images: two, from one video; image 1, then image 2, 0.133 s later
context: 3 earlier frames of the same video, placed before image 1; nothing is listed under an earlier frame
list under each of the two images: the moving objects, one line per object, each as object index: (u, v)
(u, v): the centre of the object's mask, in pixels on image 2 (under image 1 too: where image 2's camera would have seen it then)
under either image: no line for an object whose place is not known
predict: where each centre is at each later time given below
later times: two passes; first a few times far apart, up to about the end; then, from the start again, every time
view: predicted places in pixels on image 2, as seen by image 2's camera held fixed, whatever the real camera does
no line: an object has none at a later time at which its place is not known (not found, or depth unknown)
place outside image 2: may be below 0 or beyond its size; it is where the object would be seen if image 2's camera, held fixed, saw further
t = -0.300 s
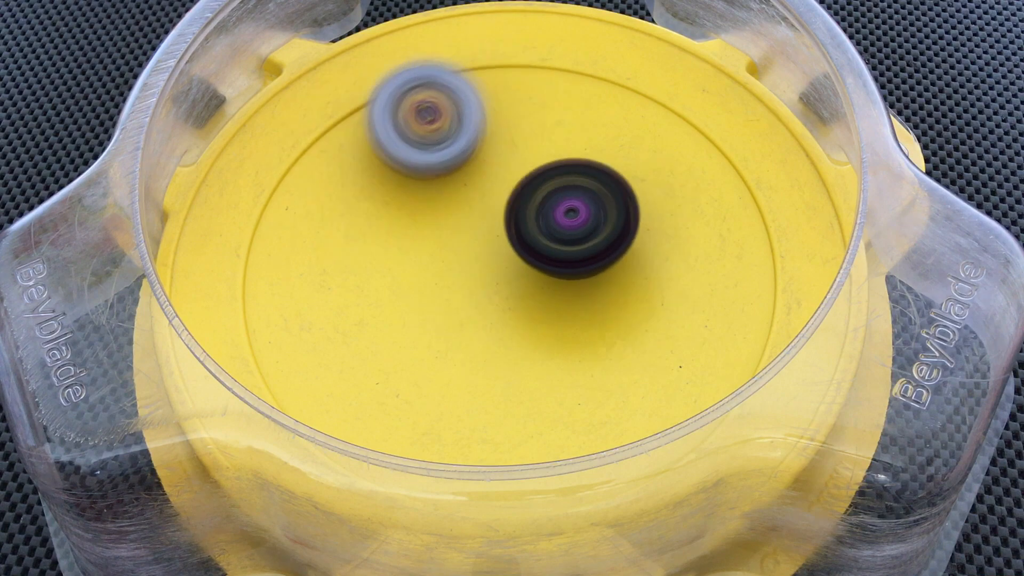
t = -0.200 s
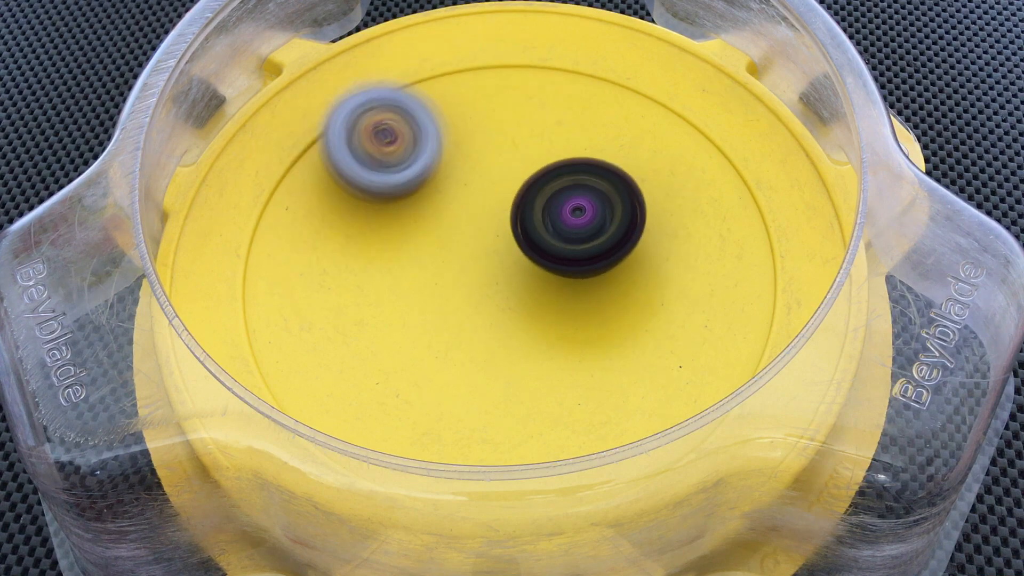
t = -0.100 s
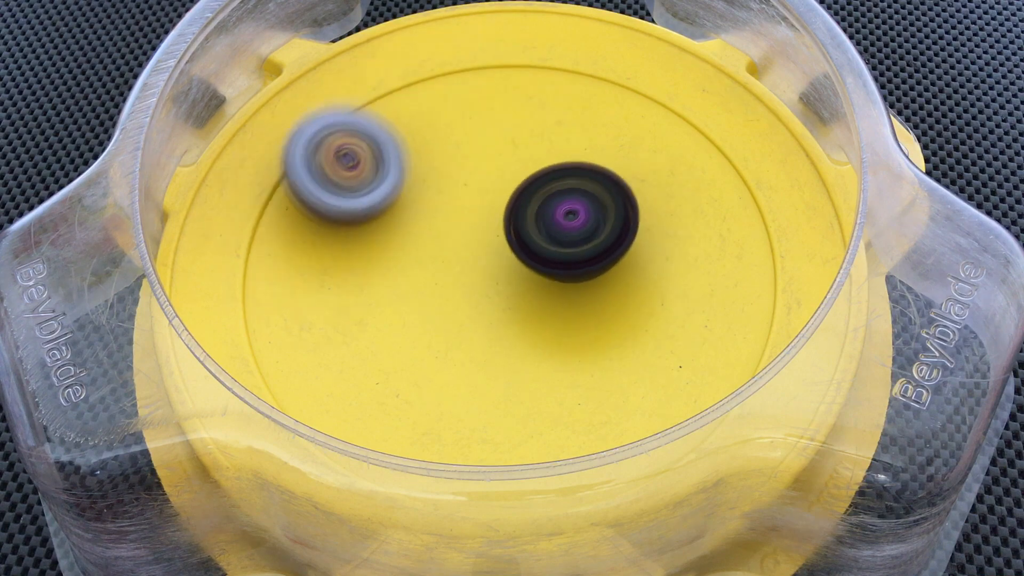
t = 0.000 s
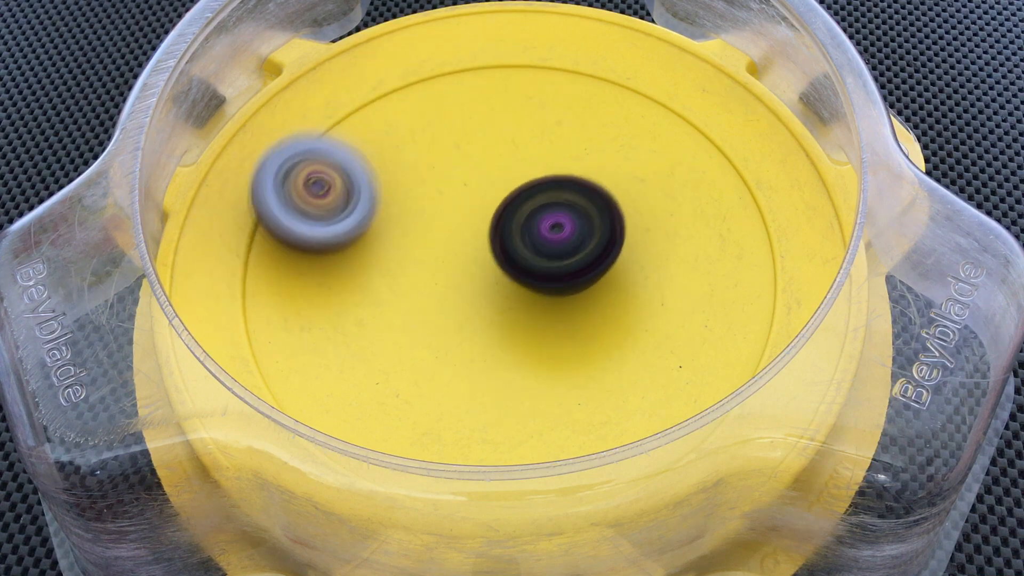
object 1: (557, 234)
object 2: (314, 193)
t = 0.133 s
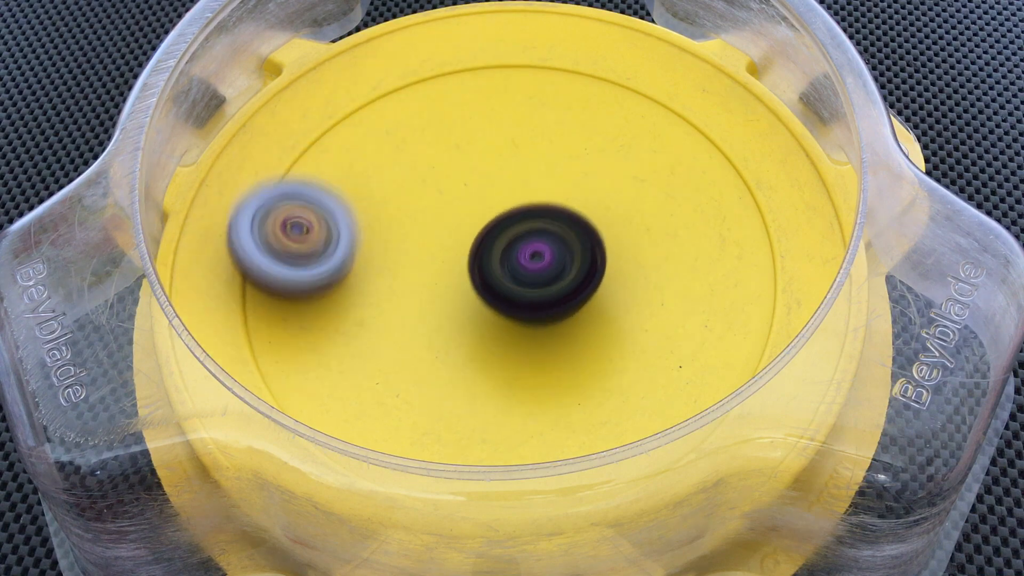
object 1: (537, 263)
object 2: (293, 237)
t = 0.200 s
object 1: (534, 279)
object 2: (291, 261)
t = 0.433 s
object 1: (537, 305)
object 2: (346, 343)
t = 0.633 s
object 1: (535, 280)
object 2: (424, 403)
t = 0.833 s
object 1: (520, 164)
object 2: (425, 451)
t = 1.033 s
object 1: (428, 164)
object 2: (479, 391)
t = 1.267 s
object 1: (440, 272)
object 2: (596, 300)
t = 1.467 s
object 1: (456, 309)
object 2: (728, 243)
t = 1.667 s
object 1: (514, 274)
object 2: (710, 226)
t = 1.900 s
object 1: (490, 201)
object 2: (625, 162)
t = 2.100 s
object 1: (426, 218)
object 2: (544, 119)
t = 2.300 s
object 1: (428, 309)
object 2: (477, 97)
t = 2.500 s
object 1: (542, 310)
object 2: (416, 134)
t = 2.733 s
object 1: (558, 196)
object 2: (376, 215)
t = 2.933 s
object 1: (457, 176)
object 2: (376, 296)
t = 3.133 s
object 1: (421, 205)
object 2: (414, 399)
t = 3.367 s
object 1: (444, 185)
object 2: (485, 461)
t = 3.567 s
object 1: (494, 192)
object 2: (569, 420)
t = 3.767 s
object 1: (545, 194)
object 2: (613, 348)
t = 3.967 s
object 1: (506, 94)
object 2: (667, 356)
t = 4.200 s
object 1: (416, 108)
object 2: (588, 353)
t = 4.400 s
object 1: (413, 228)
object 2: (525, 313)
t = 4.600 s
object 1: (397, 249)
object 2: (545, 329)
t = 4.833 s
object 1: (434, 218)
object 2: (573, 341)
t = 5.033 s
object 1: (451, 184)
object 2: (575, 329)
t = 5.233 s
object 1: (480, 172)
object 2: (561, 284)
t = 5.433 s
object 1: (436, 137)
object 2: (578, 315)
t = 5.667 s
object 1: (457, 192)
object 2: (539, 300)
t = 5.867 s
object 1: (461, 184)
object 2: (526, 319)
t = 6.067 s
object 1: (468, 151)
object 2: (528, 341)
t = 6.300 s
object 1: (463, 165)
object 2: (525, 359)
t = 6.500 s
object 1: (510, 198)
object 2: (527, 332)
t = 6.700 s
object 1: (516, 175)
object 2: (538, 303)
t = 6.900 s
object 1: (486, 128)
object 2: (542, 333)
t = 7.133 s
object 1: (460, 179)
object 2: (509, 334)
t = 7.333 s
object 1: (494, 198)
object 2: (502, 336)
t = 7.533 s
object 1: (523, 186)
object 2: (498, 326)
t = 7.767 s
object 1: (528, 153)
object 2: (492, 328)
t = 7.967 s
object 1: (525, 185)
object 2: (493, 307)
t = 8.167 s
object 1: (521, 162)
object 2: (489, 310)
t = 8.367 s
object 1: (521, 176)
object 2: (485, 318)
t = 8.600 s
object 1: (525, 190)
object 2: (482, 324)
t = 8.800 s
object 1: (548, 202)
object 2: (475, 321)
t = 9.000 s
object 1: (557, 199)
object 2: (471, 314)
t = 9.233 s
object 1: (551, 194)
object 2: (469, 304)
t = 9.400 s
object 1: (543, 197)
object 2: (467, 305)
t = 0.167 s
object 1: (534, 272)
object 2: (291, 250)
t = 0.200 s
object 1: (534, 279)
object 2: (291, 261)
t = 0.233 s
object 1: (534, 285)
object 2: (294, 274)
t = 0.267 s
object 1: (534, 291)
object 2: (298, 286)
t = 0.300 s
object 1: (535, 297)
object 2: (304, 298)
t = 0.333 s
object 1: (537, 300)
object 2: (312, 310)
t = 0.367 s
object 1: (538, 303)
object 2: (322, 321)
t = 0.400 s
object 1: (538, 304)
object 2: (334, 333)
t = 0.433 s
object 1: (537, 305)
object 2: (346, 343)
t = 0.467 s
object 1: (536, 304)
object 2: (360, 354)
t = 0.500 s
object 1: (534, 304)
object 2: (375, 364)
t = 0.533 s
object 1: (532, 302)
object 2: (391, 372)
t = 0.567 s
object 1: (529, 300)
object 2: (407, 379)
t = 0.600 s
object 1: (526, 296)
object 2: (423, 387)
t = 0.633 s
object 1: (535, 280)
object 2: (424, 403)
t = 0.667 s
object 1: (548, 257)
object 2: (423, 412)
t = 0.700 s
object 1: (555, 235)
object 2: (424, 418)
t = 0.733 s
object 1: (553, 212)
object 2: (422, 438)
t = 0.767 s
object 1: (545, 193)
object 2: (423, 445)
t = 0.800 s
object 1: (534, 177)
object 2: (424, 450)
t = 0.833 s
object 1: (520, 164)
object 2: (425, 451)
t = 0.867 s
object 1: (505, 155)
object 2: (427, 447)
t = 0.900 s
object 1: (487, 150)
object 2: (434, 436)
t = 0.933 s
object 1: (471, 148)
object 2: (446, 420)
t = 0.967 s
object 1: (455, 150)
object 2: (456, 415)
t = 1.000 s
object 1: (440, 156)
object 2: (466, 406)
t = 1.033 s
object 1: (428, 164)
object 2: (479, 391)
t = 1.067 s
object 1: (418, 176)
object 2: (494, 377)
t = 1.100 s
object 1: (411, 190)
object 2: (510, 366)
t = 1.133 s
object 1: (408, 207)
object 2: (525, 354)
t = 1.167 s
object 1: (410, 224)
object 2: (540, 340)
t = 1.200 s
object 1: (417, 242)
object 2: (555, 326)
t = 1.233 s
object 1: (431, 259)
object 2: (570, 314)
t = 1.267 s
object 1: (440, 272)
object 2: (596, 300)
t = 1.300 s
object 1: (433, 280)
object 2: (632, 288)
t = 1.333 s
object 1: (431, 289)
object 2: (656, 278)
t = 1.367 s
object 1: (433, 297)
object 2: (677, 270)
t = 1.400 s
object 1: (439, 303)
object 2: (695, 262)
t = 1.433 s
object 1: (446, 307)
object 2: (712, 252)
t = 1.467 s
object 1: (456, 309)
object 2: (728, 243)
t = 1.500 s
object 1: (466, 309)
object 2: (742, 235)
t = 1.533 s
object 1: (477, 307)
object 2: (752, 225)
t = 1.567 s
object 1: (487, 303)
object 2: (750, 223)
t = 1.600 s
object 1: (497, 295)
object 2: (734, 228)
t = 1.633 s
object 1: (507, 286)
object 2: (721, 228)
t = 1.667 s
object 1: (514, 274)
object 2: (710, 226)
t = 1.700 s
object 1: (519, 262)
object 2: (698, 219)
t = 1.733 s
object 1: (520, 250)
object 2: (688, 208)
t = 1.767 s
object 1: (519, 237)
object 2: (678, 199)
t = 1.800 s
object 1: (514, 225)
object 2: (665, 188)
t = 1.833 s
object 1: (508, 215)
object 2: (654, 179)
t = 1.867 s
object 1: (500, 207)
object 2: (640, 170)
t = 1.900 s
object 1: (490, 201)
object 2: (625, 162)
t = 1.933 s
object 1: (480, 197)
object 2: (610, 154)
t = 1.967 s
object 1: (471, 196)
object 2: (596, 148)
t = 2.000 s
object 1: (463, 196)
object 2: (581, 142)
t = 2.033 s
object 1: (456, 199)
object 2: (565, 137)
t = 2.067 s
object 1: (443, 205)
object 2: (553, 128)
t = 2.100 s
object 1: (426, 218)
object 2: (544, 119)
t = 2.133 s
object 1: (414, 232)
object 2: (533, 112)
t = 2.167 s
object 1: (408, 248)
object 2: (522, 107)
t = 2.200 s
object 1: (406, 265)
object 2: (511, 103)
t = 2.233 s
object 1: (409, 281)
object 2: (500, 99)
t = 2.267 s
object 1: (416, 295)
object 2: (489, 98)
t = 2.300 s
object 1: (428, 309)
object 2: (477, 97)
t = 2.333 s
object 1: (443, 319)
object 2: (466, 100)
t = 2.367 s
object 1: (463, 325)
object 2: (455, 103)
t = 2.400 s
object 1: (484, 328)
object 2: (445, 109)
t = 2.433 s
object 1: (504, 325)
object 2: (435, 116)
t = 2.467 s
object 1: (524, 319)
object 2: (426, 123)
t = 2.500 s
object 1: (542, 310)
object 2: (416, 134)
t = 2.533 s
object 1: (558, 296)
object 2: (409, 142)
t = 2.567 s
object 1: (570, 279)
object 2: (401, 154)
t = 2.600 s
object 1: (576, 261)
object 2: (395, 164)
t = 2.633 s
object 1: (578, 244)
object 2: (389, 177)
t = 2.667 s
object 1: (575, 227)
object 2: (383, 189)
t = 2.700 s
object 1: (569, 211)
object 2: (380, 202)
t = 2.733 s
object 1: (558, 196)
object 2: (376, 215)
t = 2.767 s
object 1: (543, 184)
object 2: (374, 228)
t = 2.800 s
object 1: (527, 176)
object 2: (372, 242)
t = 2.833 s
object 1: (512, 171)
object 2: (372, 254)
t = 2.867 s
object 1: (493, 170)
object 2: (371, 269)
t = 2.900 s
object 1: (475, 171)
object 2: (373, 281)
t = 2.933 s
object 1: (457, 176)
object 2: (376, 296)
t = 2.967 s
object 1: (443, 185)
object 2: (380, 307)
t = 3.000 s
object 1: (432, 196)
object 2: (386, 321)
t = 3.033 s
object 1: (422, 209)
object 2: (392, 332)
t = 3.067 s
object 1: (421, 218)
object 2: (401, 354)
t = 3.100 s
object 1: (420, 211)
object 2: (407, 379)
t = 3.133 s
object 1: (421, 205)
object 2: (414, 399)
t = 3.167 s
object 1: (423, 200)
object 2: (420, 408)
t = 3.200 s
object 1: (427, 196)
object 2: (427, 416)
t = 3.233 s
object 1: (430, 191)
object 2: (437, 422)
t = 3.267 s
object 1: (432, 187)
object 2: (446, 442)
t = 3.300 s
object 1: (435, 185)
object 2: (459, 449)
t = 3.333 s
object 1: (439, 185)
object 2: (471, 456)
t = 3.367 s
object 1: (444, 185)
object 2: (485, 461)
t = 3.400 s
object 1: (450, 186)
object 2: (502, 461)
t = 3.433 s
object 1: (458, 187)
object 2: (517, 461)
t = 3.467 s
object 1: (466, 188)
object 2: (533, 456)
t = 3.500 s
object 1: (475, 189)
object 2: (547, 449)
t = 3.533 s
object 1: (484, 191)
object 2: (559, 440)
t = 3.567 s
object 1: (494, 192)
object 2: (569, 420)
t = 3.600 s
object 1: (503, 193)
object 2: (581, 413)
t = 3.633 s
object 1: (512, 193)
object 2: (591, 403)
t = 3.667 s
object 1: (521, 195)
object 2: (598, 392)
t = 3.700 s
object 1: (530, 194)
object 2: (604, 380)
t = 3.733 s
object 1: (538, 194)
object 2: (609, 362)
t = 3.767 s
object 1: (545, 194)
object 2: (613, 348)
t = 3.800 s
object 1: (550, 193)
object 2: (616, 333)
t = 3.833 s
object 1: (555, 193)
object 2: (614, 316)
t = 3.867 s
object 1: (558, 192)
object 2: (616, 304)
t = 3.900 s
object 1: (541, 156)
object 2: (638, 327)
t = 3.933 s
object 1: (524, 123)
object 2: (658, 346)
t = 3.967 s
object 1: (506, 94)
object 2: (667, 356)
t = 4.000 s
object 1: (486, 72)
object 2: (665, 363)
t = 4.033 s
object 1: (468, 55)
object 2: (657, 369)
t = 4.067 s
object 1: (451, 48)
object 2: (645, 371)
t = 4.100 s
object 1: (439, 58)
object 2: (630, 369)
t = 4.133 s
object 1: (429, 74)
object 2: (615, 367)
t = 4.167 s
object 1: (422, 91)
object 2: (601, 361)
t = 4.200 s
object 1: (416, 108)
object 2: (588, 353)
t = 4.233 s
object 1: (410, 124)
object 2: (574, 345)
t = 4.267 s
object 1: (401, 141)
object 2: (560, 337)
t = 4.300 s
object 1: (397, 164)
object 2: (548, 329)
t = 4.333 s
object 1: (399, 189)
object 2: (535, 320)
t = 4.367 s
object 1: (407, 214)
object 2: (523, 310)
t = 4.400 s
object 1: (413, 228)
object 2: (525, 313)
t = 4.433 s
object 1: (401, 229)
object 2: (539, 320)
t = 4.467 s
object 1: (392, 231)
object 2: (548, 319)
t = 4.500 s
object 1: (387, 235)
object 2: (551, 320)
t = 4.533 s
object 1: (387, 239)
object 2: (552, 323)
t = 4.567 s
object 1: (390, 244)
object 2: (550, 326)
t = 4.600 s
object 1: (397, 249)
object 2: (545, 329)
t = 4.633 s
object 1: (406, 252)
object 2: (539, 328)
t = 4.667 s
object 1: (417, 254)
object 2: (534, 326)
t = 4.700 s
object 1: (421, 248)
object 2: (542, 329)
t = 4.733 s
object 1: (423, 241)
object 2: (551, 332)
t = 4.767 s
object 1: (428, 233)
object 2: (559, 336)
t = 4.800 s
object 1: (430, 225)
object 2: (567, 339)
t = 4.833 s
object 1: (434, 218)
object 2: (573, 341)
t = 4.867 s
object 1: (436, 210)
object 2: (578, 343)
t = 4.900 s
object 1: (440, 205)
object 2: (581, 344)
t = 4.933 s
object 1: (442, 198)
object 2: (582, 342)
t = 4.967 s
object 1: (445, 193)
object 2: (581, 339)
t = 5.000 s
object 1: (449, 188)
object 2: (577, 333)
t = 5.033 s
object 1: (451, 184)
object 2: (575, 329)
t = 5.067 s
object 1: (455, 182)
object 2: (571, 321)
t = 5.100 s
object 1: (458, 180)
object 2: (568, 312)
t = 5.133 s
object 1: (464, 180)
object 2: (564, 303)
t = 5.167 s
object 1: (468, 179)
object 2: (560, 294)
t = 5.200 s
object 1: (476, 181)
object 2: (556, 284)
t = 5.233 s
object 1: (480, 172)
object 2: (561, 284)
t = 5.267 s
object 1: (470, 157)
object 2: (573, 292)
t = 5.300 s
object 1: (464, 147)
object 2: (578, 296)
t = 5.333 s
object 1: (455, 139)
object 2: (581, 301)
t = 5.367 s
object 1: (448, 134)
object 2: (583, 306)
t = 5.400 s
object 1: (440, 135)
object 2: (582, 312)
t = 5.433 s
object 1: (436, 137)
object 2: (578, 315)
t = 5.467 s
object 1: (431, 142)
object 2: (572, 317)
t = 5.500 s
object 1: (430, 149)
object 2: (563, 316)
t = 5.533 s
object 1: (431, 158)
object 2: (555, 312)
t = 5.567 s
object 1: (435, 170)
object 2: (548, 307)
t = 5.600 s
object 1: (441, 180)
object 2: (541, 301)
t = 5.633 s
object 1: (451, 195)
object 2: (533, 294)
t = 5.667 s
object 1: (457, 192)
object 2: (539, 300)
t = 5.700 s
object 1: (455, 188)
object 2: (542, 307)
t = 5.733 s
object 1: (456, 183)
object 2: (543, 313)
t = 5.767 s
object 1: (456, 182)
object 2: (541, 318)
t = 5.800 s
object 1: (457, 181)
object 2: (538, 320)
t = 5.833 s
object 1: (457, 182)
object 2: (532, 321)
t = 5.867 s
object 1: (461, 184)
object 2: (526, 319)
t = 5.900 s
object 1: (464, 187)
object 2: (520, 314)
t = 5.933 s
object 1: (469, 190)
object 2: (516, 307)
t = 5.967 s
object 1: (474, 183)
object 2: (519, 315)
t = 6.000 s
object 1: (472, 170)
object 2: (523, 325)
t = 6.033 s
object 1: (472, 159)
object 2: (526, 334)
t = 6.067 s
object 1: (468, 151)
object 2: (528, 341)
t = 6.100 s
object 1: (466, 146)
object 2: (530, 348)
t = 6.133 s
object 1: (464, 146)
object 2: (532, 354)
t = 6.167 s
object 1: (460, 147)
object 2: (533, 360)
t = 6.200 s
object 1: (460, 148)
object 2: (533, 364)
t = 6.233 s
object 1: (458, 152)
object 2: (531, 365)
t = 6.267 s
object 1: (461, 159)
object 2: (528, 363)
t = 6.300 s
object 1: (463, 165)
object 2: (525, 359)
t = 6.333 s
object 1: (469, 176)
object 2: (524, 353)
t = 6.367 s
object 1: (476, 185)
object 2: (521, 346)
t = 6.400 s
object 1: (484, 195)
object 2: (521, 339)
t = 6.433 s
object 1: (495, 207)
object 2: (520, 330)
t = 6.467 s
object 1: (507, 206)
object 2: (522, 329)
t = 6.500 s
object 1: (510, 198)
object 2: (527, 332)
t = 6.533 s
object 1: (515, 191)
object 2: (529, 331)
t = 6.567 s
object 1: (516, 184)
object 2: (532, 325)
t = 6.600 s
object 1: (517, 179)
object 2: (533, 322)
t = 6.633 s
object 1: (517, 177)
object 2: (534, 316)
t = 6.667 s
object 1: (516, 175)
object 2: (536, 308)
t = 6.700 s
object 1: (516, 175)
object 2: (538, 303)
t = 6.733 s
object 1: (515, 176)
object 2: (539, 296)
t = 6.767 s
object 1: (515, 168)
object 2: (543, 305)
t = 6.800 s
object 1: (508, 153)
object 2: (543, 314)
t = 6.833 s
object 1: (505, 143)
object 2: (542, 321)
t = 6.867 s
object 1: (493, 134)
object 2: (541, 327)
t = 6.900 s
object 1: (486, 128)
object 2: (542, 333)
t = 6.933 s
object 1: (478, 128)
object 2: (541, 340)
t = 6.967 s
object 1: (470, 129)
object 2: (536, 345)
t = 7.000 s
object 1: (466, 134)
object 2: (529, 348)
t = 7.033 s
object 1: (461, 141)
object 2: (524, 347)
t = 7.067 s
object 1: (459, 152)
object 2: (518, 343)
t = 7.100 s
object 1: (457, 164)
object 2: (515, 340)
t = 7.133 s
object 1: (460, 179)
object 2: (509, 334)
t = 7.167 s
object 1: (465, 196)
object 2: (505, 327)
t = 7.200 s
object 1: (472, 207)
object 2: (505, 325)
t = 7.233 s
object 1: (482, 205)
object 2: (508, 335)
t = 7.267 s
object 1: (484, 201)
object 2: (506, 337)
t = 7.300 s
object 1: (491, 200)
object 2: (503, 337)
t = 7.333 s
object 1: (494, 198)
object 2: (502, 336)
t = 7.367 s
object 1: (500, 198)
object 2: (502, 336)
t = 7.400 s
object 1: (503, 197)
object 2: (500, 331)
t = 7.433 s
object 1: (507, 197)
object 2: (498, 325)
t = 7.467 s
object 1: (511, 198)
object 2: (501, 320)
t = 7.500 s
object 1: (514, 197)
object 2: (501, 319)
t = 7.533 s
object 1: (523, 186)
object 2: (498, 326)
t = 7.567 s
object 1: (527, 175)
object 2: (496, 326)
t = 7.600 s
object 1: (531, 167)
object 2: (493, 327)
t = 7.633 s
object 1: (531, 159)
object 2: (494, 332)
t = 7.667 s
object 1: (533, 154)
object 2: (493, 332)
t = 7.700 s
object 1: (531, 152)
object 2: (489, 333)
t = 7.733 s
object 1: (531, 151)
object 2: (491, 332)
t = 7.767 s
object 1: (528, 153)
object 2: (492, 328)
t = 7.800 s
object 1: (526, 155)
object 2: (489, 326)
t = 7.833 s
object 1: (525, 159)
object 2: (491, 323)
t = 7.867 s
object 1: (522, 166)
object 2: (493, 317)
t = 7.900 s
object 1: (522, 174)
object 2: (493, 312)
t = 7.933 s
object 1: (520, 184)
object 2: (491, 308)
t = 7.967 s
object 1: (525, 185)
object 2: (493, 307)
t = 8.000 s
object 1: (526, 177)
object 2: (495, 315)
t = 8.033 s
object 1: (529, 170)
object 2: (494, 313)
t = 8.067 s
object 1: (527, 165)
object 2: (489, 312)
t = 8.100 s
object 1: (526, 162)
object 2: (491, 315)
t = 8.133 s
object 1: (524, 161)
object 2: (491, 314)
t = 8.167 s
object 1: (521, 162)
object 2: (489, 310)
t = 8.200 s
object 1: (519, 165)
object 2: (491, 310)
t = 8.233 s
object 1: (515, 170)
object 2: (489, 310)
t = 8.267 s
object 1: (515, 177)
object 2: (491, 304)
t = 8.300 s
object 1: (512, 184)
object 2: (492, 304)
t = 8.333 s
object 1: (520, 179)
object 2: (485, 317)
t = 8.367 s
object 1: (521, 176)
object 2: (485, 318)
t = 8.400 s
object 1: (525, 174)
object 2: (485, 321)
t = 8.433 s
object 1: (525, 174)
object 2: (478, 323)
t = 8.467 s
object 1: (527, 173)
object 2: (478, 324)
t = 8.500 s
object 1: (526, 176)
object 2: (481, 326)
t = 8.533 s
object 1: (525, 178)
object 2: (477, 326)
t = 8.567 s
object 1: (527, 184)
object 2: (479, 324)
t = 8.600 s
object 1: (525, 190)
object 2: (482, 324)
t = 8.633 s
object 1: (528, 197)
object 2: (481, 319)
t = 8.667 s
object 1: (529, 203)
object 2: (483, 318)
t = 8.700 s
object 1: (537, 203)
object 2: (481, 323)
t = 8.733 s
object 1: (538, 203)
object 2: (484, 318)
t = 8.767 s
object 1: (544, 203)
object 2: (484, 314)
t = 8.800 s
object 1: (548, 202)
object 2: (475, 321)
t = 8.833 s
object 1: (554, 200)
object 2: (477, 321)
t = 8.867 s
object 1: (556, 199)
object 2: (479, 321)
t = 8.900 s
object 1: (558, 197)
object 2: (472, 318)
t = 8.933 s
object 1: (559, 197)
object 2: (472, 315)
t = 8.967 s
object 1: (558, 198)
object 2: (469, 319)
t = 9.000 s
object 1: (557, 199)
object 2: (471, 314)
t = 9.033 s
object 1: (554, 203)
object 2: (473, 308)
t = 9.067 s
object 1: (551, 206)
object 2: (469, 306)
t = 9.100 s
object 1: (556, 206)
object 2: (469, 308)
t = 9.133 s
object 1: (554, 202)
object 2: (469, 316)
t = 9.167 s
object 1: (555, 197)
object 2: (472, 313)
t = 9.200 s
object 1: (555, 196)
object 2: (476, 308)
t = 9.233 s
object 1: (551, 194)
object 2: (469, 304)
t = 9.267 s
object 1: (550, 195)
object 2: (467, 302)
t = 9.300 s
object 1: (543, 197)
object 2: (461, 306)
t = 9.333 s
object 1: (541, 200)
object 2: (467, 305)
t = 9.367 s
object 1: (537, 202)
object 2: (468, 307)
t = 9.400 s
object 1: (543, 197)
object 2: (467, 305)
